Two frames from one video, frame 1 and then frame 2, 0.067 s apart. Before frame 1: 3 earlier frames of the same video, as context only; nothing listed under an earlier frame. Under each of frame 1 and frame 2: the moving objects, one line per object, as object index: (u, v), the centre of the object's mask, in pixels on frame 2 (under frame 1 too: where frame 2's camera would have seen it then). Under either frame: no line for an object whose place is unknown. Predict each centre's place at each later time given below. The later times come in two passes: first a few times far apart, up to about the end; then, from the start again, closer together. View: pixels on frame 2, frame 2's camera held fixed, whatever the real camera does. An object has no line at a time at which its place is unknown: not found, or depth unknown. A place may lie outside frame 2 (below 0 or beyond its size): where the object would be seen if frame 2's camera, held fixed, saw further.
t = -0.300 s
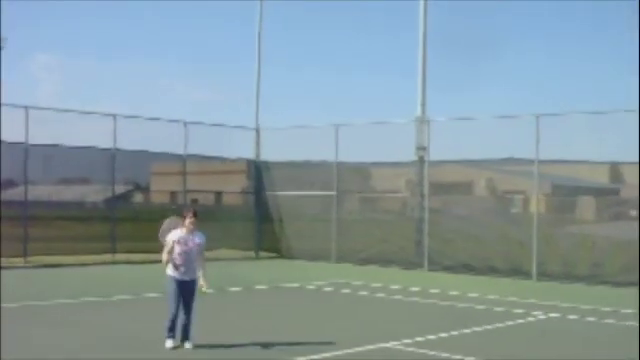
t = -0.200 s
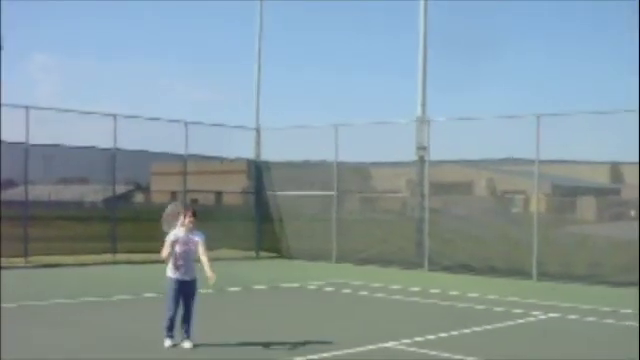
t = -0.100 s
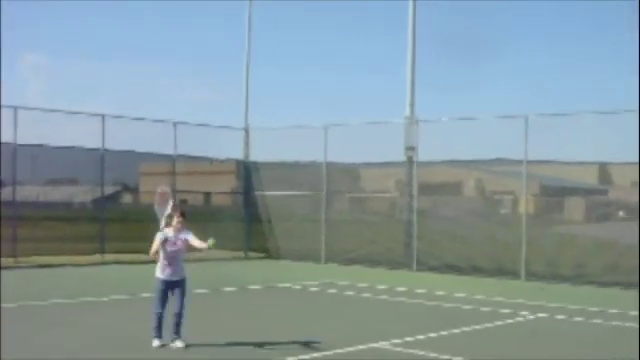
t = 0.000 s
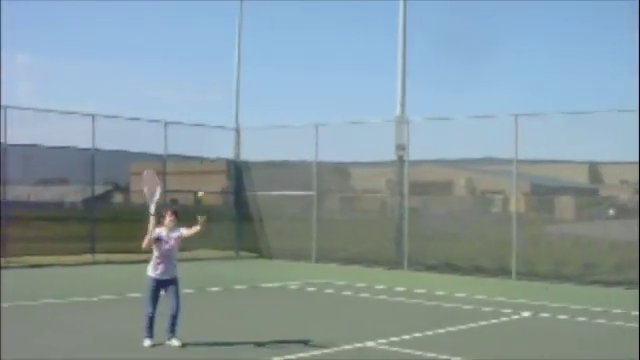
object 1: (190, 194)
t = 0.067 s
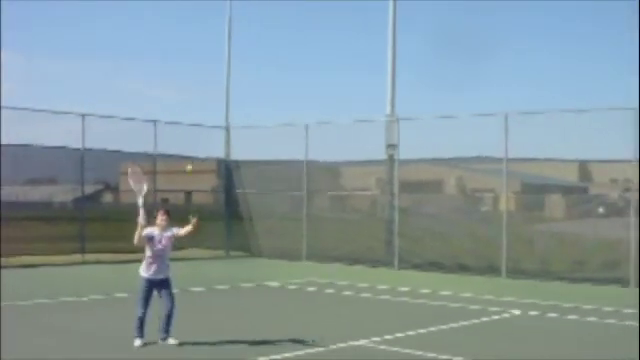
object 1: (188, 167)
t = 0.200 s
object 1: (188, 128)
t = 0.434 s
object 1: (182, 103)
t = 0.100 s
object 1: (189, 157)
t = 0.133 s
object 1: (189, 146)
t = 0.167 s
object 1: (188, 137)
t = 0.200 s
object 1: (188, 128)
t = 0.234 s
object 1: (187, 123)
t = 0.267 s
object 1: (187, 116)
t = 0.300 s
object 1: (186, 112)
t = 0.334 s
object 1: (185, 108)
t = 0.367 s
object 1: (184, 106)
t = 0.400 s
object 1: (183, 104)
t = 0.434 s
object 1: (182, 103)
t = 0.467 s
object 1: (182, 104)
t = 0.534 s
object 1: (181, 110)
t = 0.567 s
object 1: (179, 113)
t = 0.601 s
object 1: (178, 118)
